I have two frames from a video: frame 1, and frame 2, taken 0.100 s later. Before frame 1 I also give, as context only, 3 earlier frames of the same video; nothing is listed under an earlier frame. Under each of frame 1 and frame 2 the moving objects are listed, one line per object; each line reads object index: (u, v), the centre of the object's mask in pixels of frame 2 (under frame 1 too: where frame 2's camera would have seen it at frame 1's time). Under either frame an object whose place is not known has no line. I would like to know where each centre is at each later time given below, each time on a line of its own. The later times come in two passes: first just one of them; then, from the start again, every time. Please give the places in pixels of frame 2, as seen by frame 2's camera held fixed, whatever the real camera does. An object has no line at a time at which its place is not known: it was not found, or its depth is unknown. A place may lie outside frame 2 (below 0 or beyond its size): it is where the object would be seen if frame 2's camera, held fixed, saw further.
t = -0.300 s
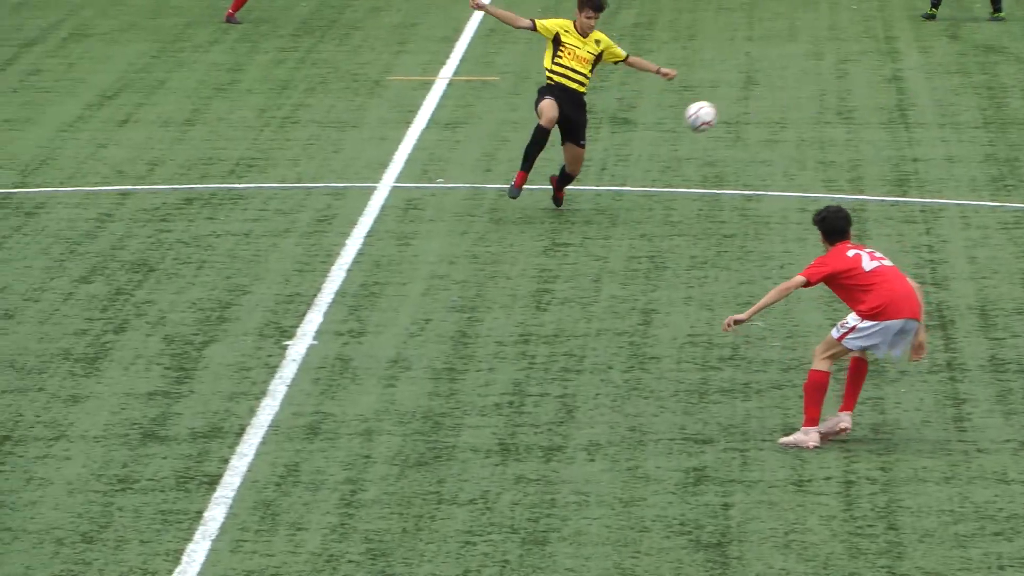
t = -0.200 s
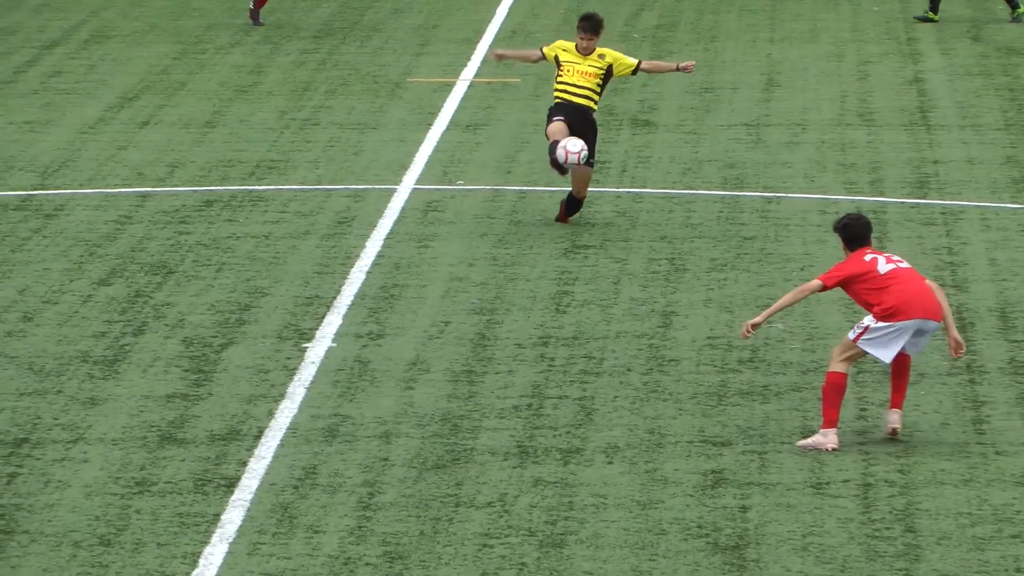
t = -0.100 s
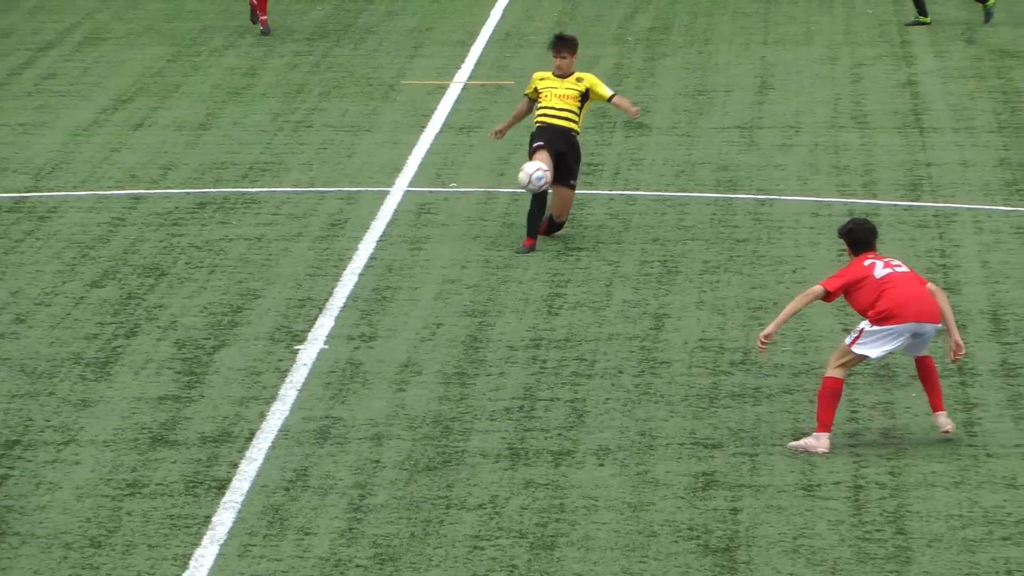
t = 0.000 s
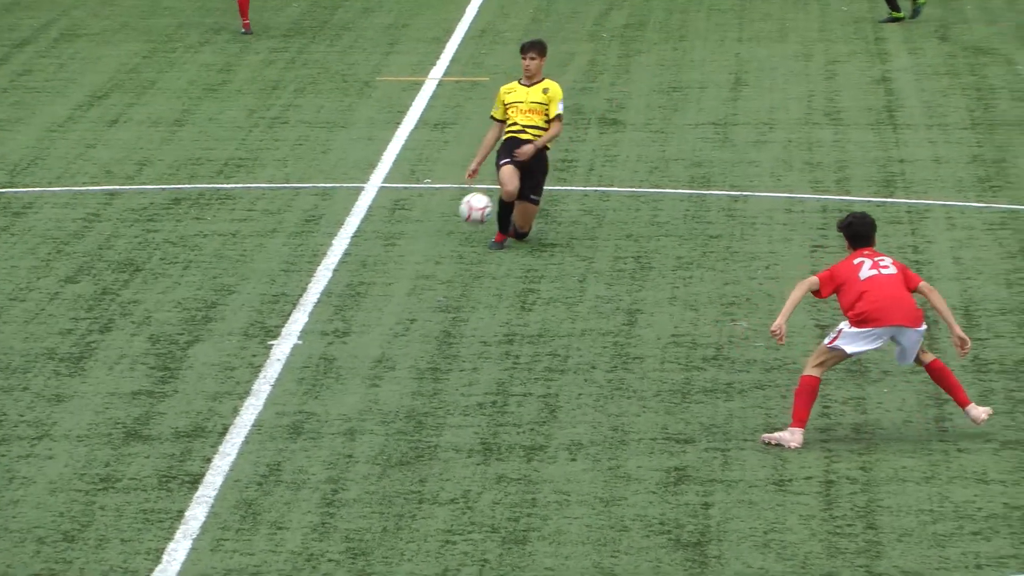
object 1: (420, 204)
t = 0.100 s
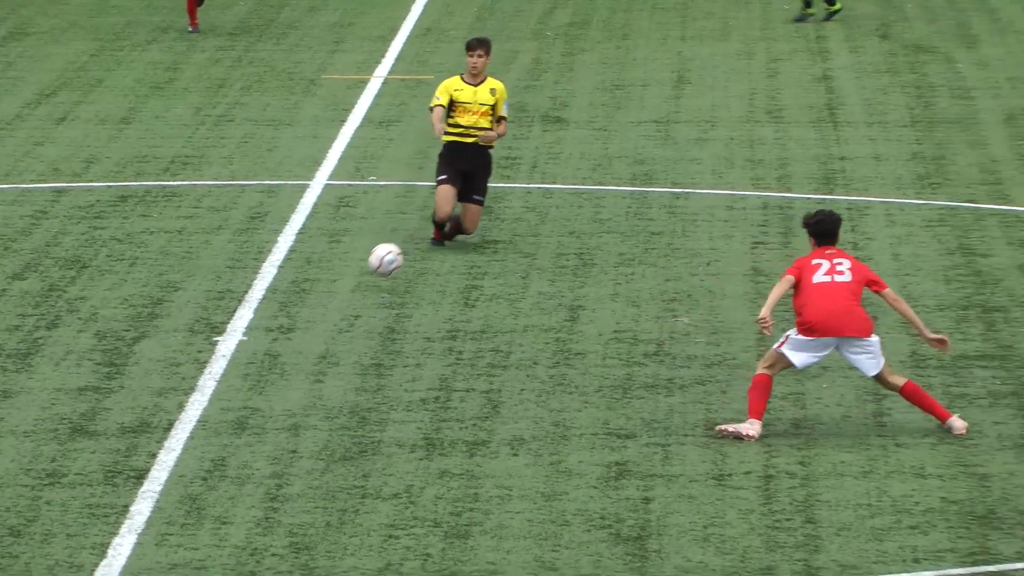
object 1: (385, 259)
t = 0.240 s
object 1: (338, 256)
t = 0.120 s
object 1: (378, 272)
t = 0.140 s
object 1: (372, 282)
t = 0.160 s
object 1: (365, 276)
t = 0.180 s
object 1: (358, 270)
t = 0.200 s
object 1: (351, 265)
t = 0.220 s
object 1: (345, 261)
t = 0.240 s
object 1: (338, 256)
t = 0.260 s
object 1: (333, 253)
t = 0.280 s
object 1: (326, 250)
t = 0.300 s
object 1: (320, 248)
